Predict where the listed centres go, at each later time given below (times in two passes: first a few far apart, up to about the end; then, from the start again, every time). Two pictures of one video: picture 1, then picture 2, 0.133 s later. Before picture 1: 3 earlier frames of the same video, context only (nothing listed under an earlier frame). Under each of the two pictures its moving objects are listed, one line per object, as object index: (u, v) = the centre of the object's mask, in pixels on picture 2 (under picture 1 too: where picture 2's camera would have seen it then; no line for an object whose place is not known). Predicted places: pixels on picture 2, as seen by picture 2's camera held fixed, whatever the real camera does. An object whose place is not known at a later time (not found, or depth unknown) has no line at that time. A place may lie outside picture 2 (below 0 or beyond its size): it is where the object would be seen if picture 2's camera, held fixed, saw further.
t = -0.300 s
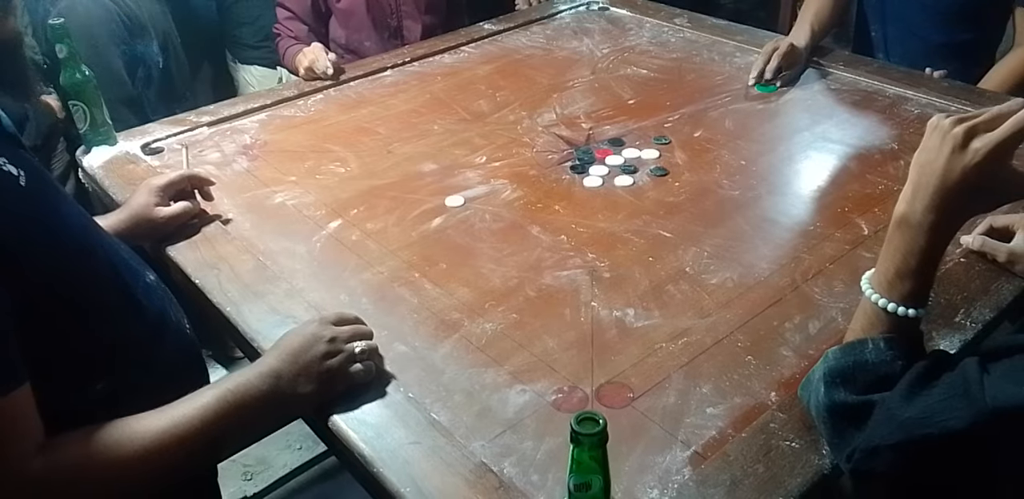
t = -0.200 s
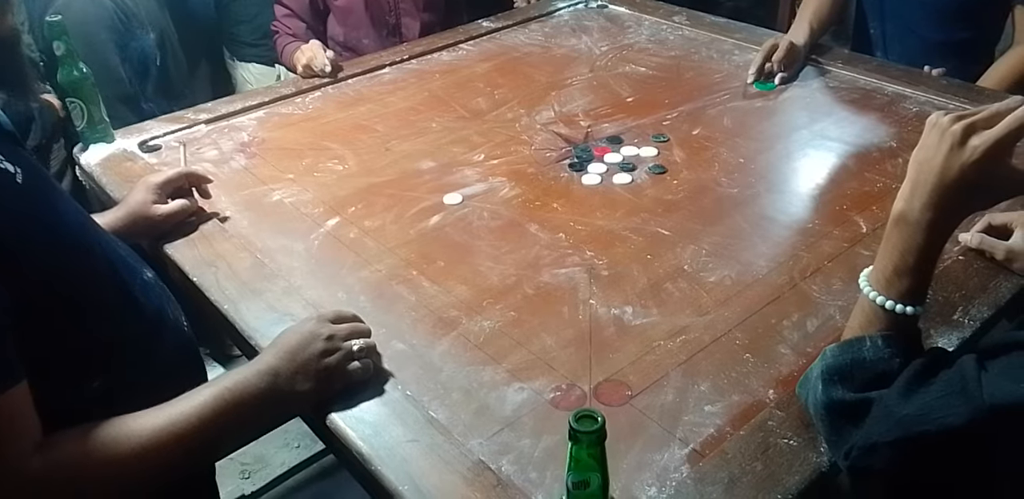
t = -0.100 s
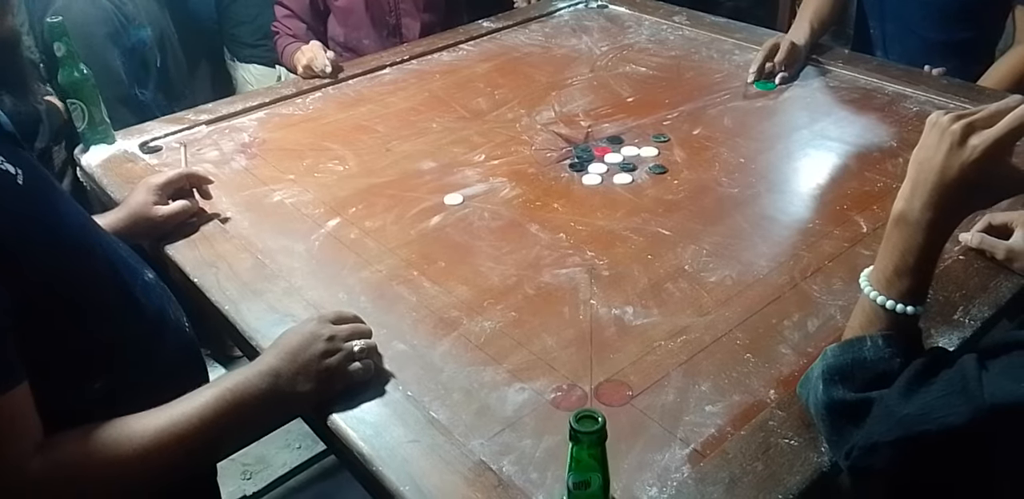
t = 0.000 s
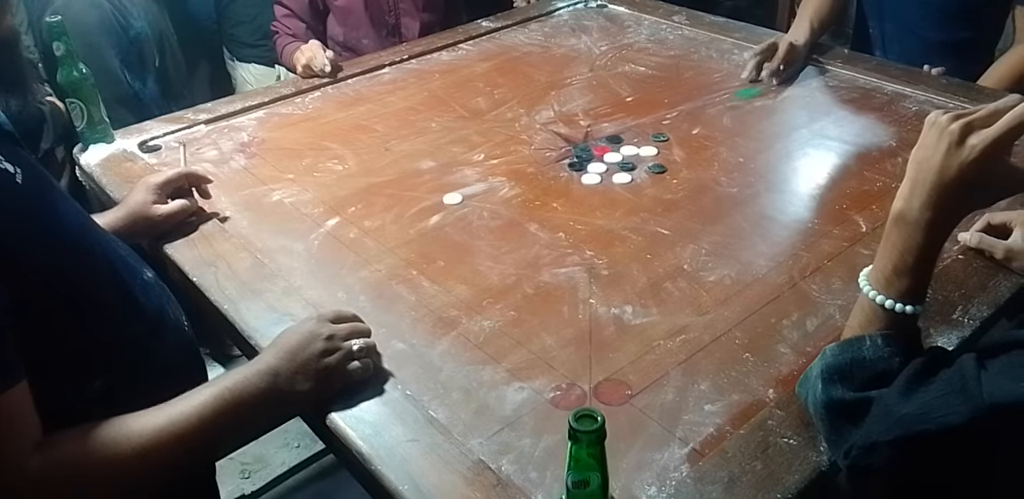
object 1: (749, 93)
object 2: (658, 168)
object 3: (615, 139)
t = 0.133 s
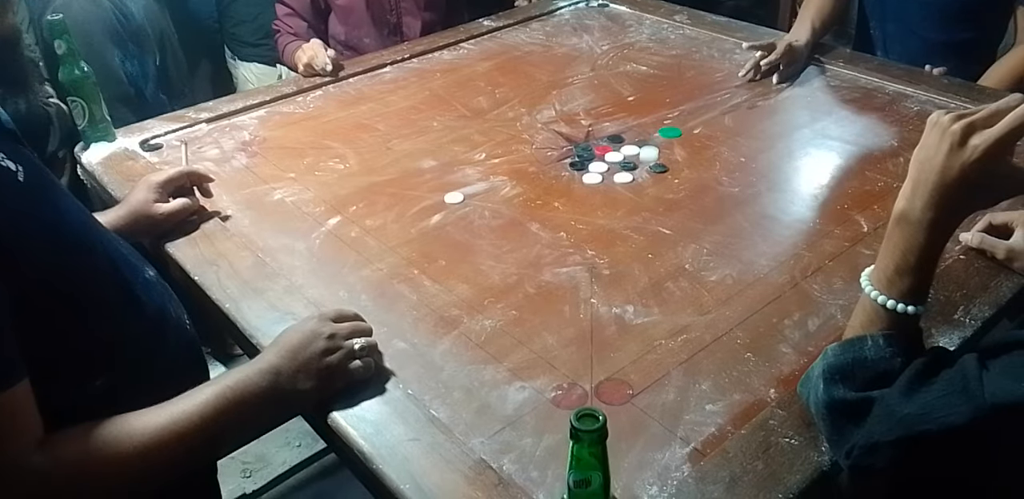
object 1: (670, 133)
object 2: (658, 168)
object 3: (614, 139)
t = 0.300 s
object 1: (653, 142)
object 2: (697, 206)
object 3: (554, 132)
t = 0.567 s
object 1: (651, 143)
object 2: (743, 251)
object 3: (495, 126)
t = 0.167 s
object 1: (665, 135)
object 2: (660, 171)
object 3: (609, 138)
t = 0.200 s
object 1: (661, 137)
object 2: (672, 181)
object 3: (592, 136)
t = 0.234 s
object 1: (658, 139)
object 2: (680, 189)
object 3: (579, 135)
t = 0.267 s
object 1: (655, 140)
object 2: (689, 198)
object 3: (565, 134)
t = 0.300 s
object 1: (653, 142)
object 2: (697, 206)
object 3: (554, 132)
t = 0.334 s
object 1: (651, 142)
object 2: (705, 214)
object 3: (543, 130)
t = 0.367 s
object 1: (651, 143)
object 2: (712, 221)
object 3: (534, 129)
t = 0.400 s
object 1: (651, 143)
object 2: (718, 228)
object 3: (525, 128)
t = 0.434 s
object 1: (651, 143)
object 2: (725, 234)
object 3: (517, 128)
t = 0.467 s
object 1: (650, 143)
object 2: (730, 239)
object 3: (510, 127)
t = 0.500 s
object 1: (651, 143)
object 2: (735, 243)
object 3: (504, 126)
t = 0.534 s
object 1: (651, 143)
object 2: (739, 247)
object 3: (499, 126)
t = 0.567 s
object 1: (651, 143)
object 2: (743, 251)
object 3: (495, 126)
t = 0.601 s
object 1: (650, 143)
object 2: (746, 254)
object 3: (492, 125)
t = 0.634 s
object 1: (651, 143)
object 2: (749, 256)
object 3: (490, 125)
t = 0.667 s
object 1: (651, 143)
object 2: (750, 258)
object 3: (488, 125)
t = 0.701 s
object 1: (651, 143)
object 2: (751, 259)
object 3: (488, 125)
